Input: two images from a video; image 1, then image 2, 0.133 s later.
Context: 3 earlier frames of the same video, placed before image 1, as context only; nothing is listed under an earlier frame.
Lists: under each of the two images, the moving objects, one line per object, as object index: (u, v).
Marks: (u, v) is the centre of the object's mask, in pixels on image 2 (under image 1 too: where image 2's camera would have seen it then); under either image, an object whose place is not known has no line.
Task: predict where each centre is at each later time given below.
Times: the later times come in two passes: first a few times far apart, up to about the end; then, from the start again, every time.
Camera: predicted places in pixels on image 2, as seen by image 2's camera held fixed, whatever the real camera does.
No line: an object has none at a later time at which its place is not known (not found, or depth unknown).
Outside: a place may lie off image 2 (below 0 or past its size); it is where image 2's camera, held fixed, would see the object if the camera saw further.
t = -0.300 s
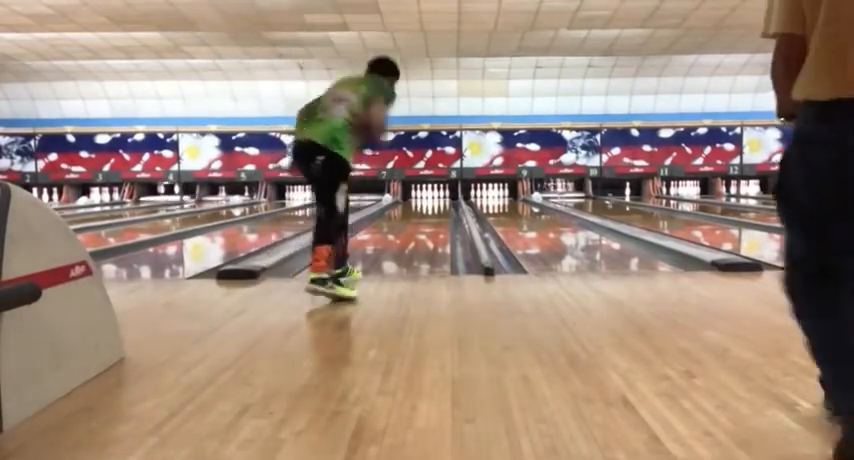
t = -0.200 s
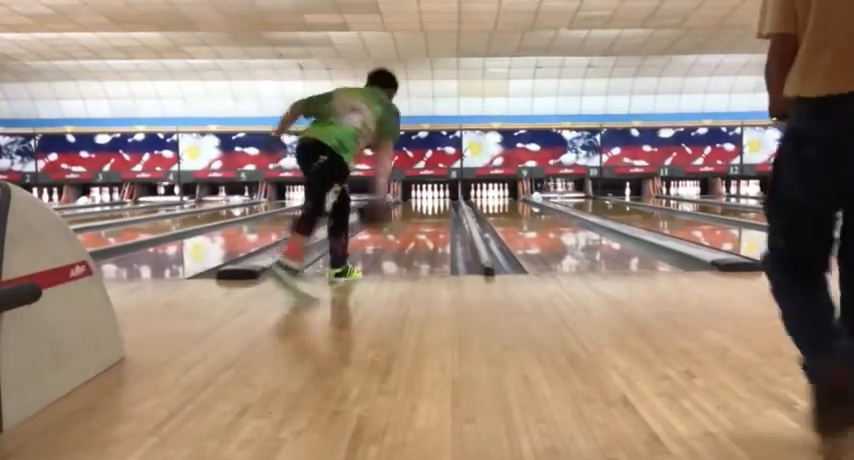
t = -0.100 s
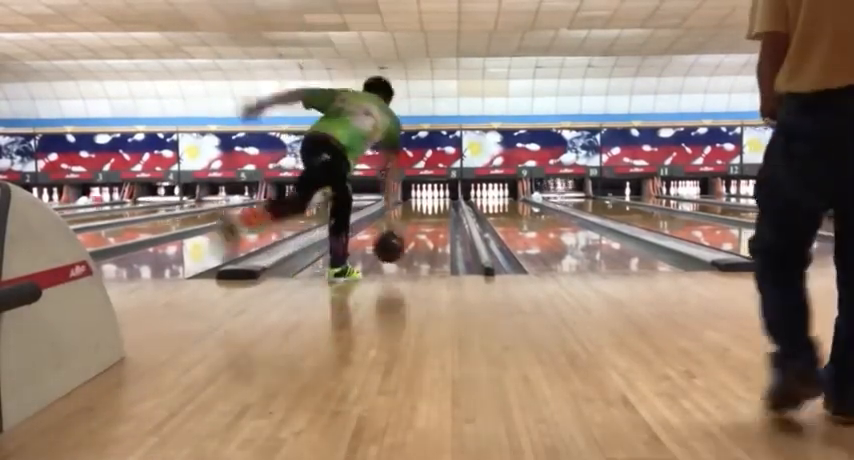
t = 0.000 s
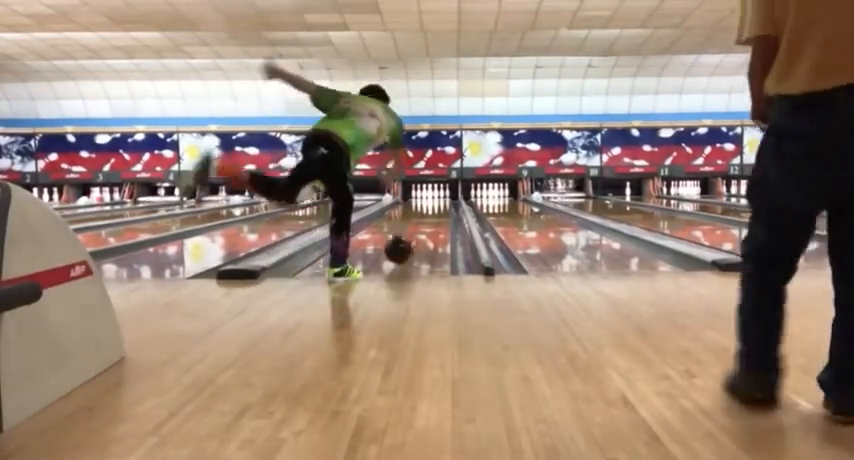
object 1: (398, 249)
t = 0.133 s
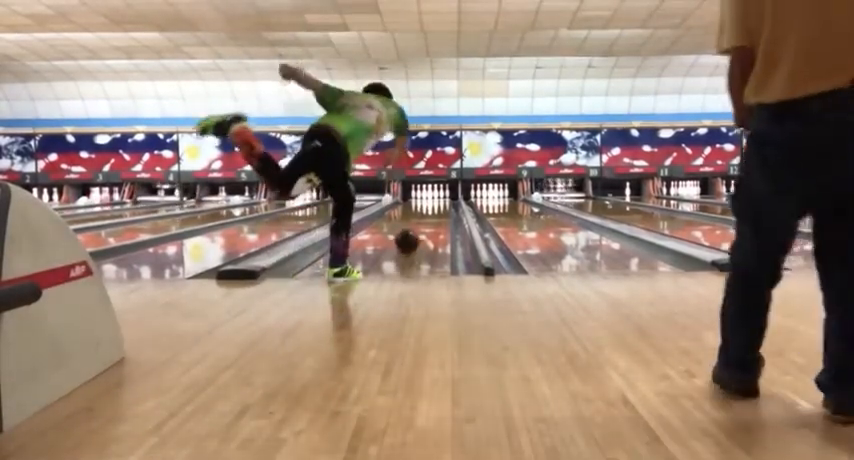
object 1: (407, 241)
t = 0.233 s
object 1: (412, 235)
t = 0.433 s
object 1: (419, 225)
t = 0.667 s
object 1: (424, 219)
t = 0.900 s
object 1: (428, 212)
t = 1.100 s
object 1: (431, 209)
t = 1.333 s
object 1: (433, 205)
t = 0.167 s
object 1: (408, 239)
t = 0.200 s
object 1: (410, 237)
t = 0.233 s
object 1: (412, 235)
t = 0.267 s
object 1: (413, 233)
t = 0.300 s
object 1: (414, 231)
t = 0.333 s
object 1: (416, 230)
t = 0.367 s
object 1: (417, 228)
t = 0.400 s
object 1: (418, 227)
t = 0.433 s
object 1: (419, 225)
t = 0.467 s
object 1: (420, 225)
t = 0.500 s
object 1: (421, 223)
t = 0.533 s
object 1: (421, 223)
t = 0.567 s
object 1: (422, 221)
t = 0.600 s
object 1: (423, 221)
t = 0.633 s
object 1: (424, 219)
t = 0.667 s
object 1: (424, 219)
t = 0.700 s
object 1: (426, 216)
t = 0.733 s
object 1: (426, 216)
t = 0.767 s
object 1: (426, 215)
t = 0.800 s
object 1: (427, 214)
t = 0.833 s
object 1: (428, 213)
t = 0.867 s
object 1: (428, 213)
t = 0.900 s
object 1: (428, 212)
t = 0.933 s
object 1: (428, 212)
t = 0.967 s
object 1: (429, 210)
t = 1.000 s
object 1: (429, 210)
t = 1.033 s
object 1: (430, 209)
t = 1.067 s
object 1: (431, 209)
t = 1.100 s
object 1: (431, 209)
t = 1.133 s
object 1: (431, 208)
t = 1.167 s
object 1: (432, 207)
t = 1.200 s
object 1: (432, 207)
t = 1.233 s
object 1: (432, 206)
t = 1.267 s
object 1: (433, 207)
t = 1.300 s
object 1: (433, 206)
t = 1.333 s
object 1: (433, 205)
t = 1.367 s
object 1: (433, 204)
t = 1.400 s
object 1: (434, 203)
